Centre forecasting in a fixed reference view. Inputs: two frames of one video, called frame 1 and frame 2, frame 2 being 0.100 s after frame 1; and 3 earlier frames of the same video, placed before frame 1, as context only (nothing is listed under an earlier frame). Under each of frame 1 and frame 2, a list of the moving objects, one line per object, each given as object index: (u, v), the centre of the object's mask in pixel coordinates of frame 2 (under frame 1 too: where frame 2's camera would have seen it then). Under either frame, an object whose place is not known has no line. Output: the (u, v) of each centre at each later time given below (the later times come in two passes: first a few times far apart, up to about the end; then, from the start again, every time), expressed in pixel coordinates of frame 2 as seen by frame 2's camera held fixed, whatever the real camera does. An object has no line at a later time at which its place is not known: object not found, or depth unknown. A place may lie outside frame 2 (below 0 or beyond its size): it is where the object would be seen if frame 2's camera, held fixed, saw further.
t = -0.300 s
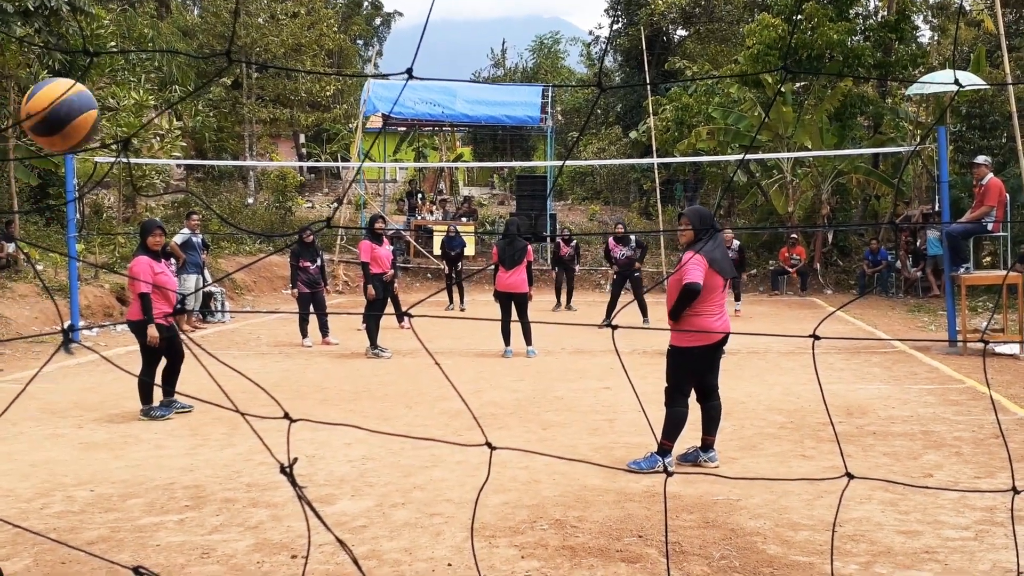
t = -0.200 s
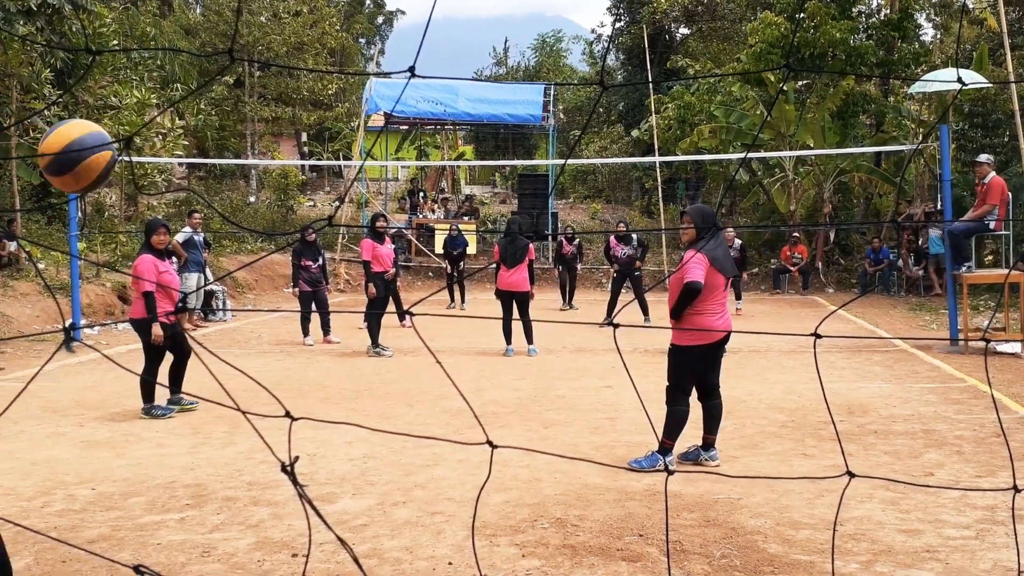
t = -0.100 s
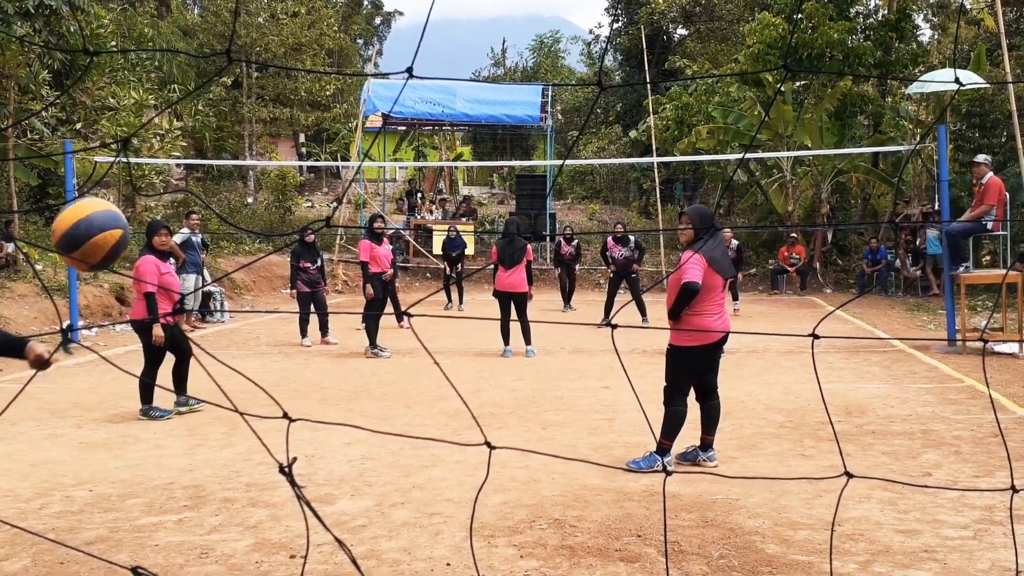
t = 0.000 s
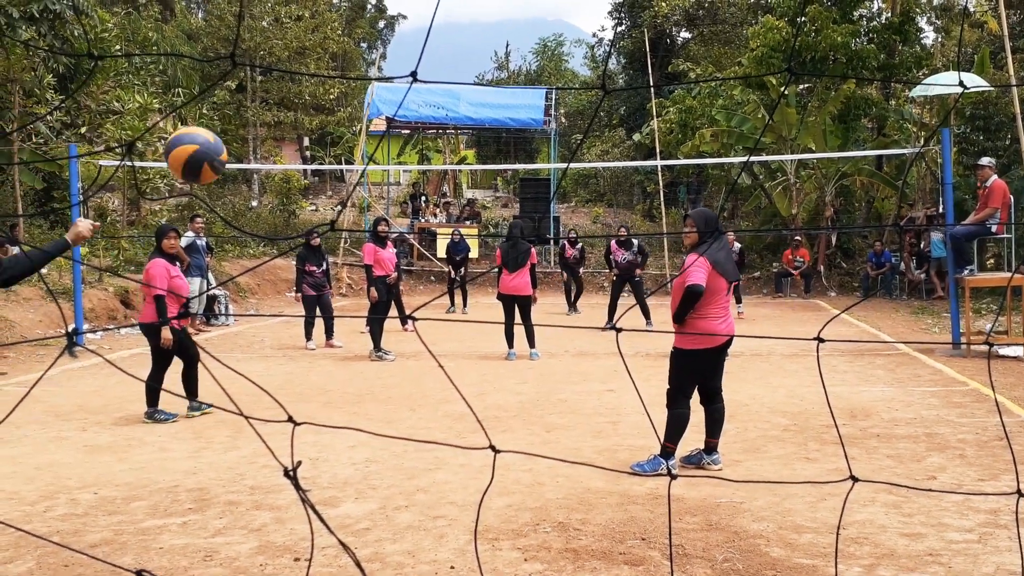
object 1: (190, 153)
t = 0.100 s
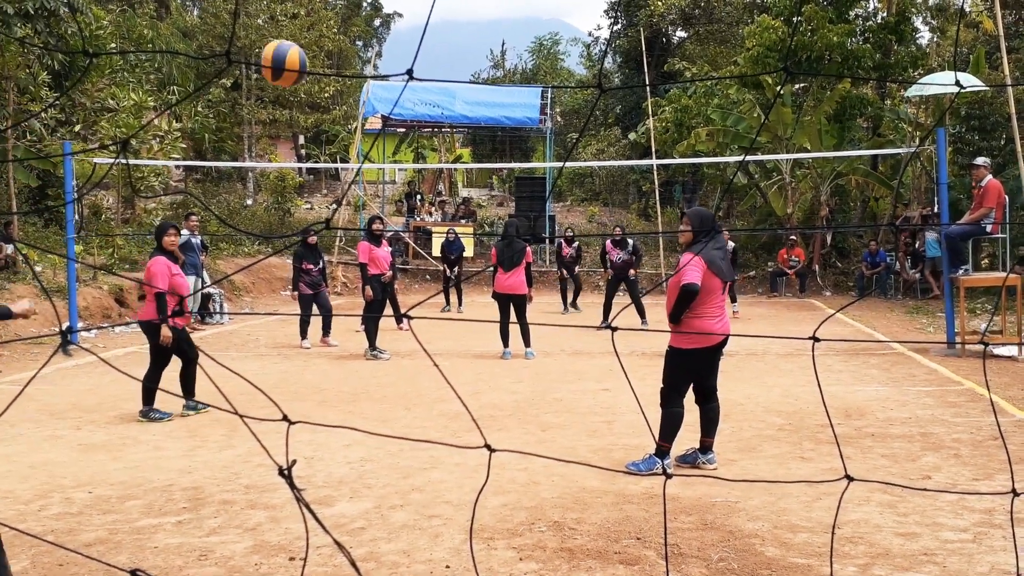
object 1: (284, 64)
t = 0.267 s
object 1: (392, 12)
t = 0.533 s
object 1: (463, 45)
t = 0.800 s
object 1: (507, 124)
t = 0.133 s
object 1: (306, 46)
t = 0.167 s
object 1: (327, 31)
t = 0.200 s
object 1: (346, 22)
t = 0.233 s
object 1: (363, 16)
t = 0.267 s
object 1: (392, 12)
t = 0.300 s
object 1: (404, 12)
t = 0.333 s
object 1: (415, 12)
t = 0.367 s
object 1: (425, 14)
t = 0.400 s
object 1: (433, 19)
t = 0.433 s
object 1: (441, 24)
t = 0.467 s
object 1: (449, 31)
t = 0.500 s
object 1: (456, 37)
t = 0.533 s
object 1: (463, 45)
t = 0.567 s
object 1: (470, 53)
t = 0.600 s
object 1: (477, 62)
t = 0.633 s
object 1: (483, 71)
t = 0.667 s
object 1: (488, 82)
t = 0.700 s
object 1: (494, 92)
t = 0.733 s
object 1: (499, 103)
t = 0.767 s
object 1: (504, 113)
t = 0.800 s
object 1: (507, 124)
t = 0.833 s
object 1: (513, 136)
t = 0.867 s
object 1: (517, 150)
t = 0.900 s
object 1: (521, 158)
